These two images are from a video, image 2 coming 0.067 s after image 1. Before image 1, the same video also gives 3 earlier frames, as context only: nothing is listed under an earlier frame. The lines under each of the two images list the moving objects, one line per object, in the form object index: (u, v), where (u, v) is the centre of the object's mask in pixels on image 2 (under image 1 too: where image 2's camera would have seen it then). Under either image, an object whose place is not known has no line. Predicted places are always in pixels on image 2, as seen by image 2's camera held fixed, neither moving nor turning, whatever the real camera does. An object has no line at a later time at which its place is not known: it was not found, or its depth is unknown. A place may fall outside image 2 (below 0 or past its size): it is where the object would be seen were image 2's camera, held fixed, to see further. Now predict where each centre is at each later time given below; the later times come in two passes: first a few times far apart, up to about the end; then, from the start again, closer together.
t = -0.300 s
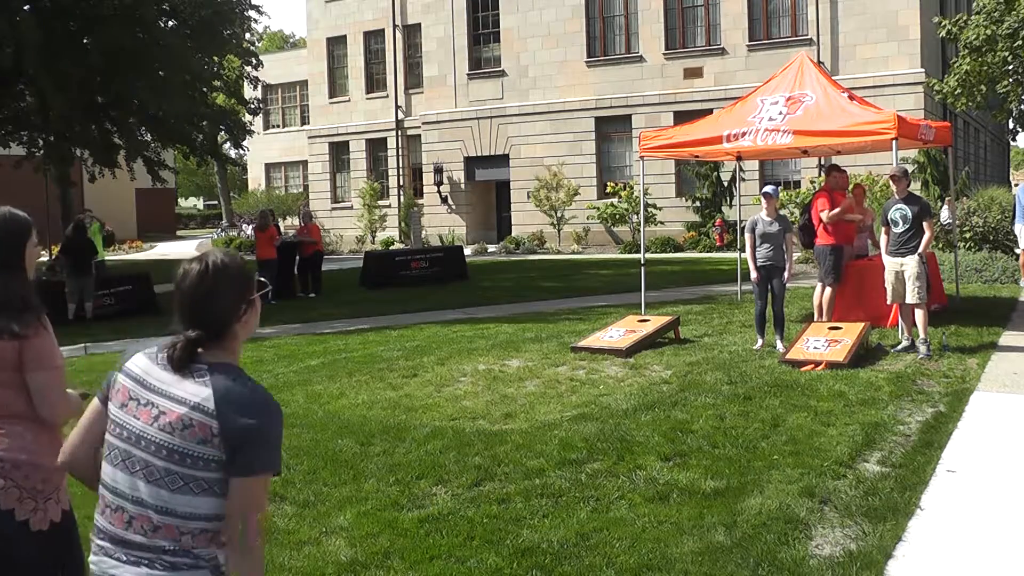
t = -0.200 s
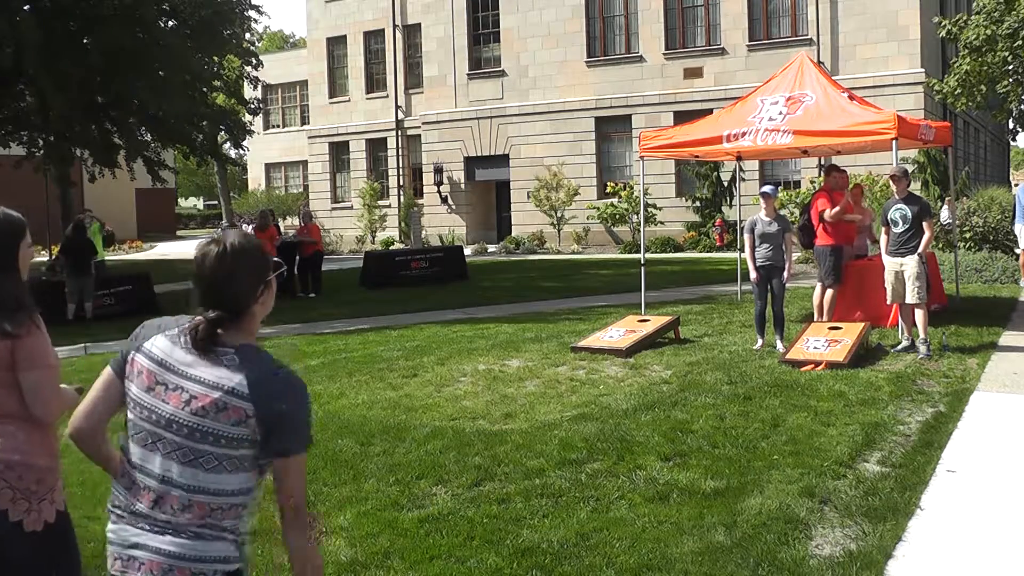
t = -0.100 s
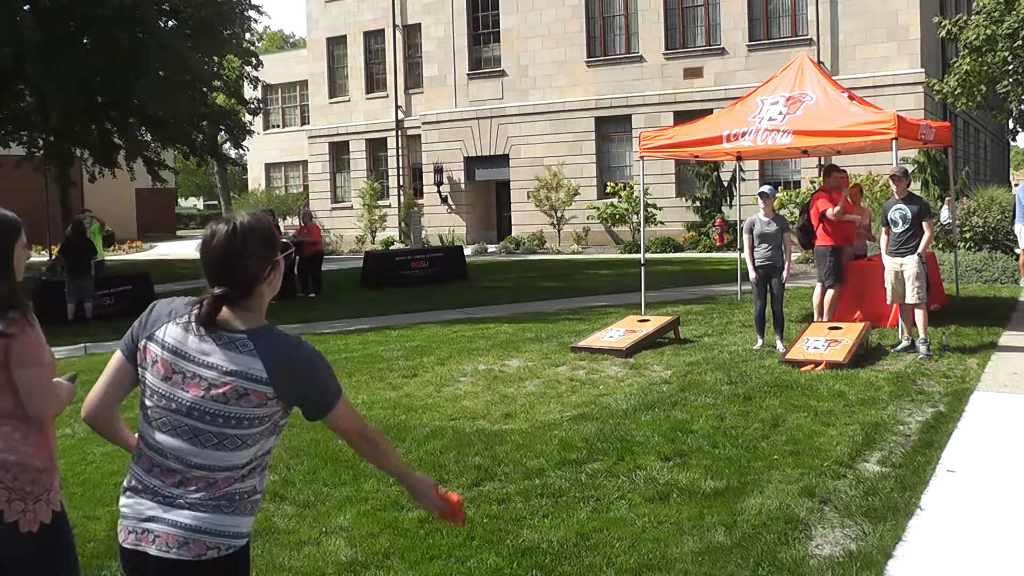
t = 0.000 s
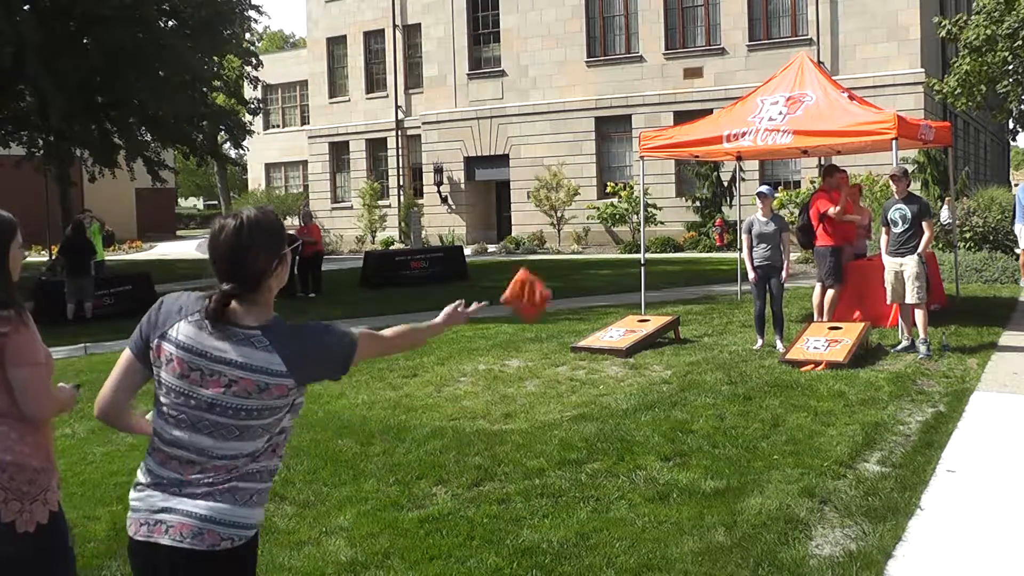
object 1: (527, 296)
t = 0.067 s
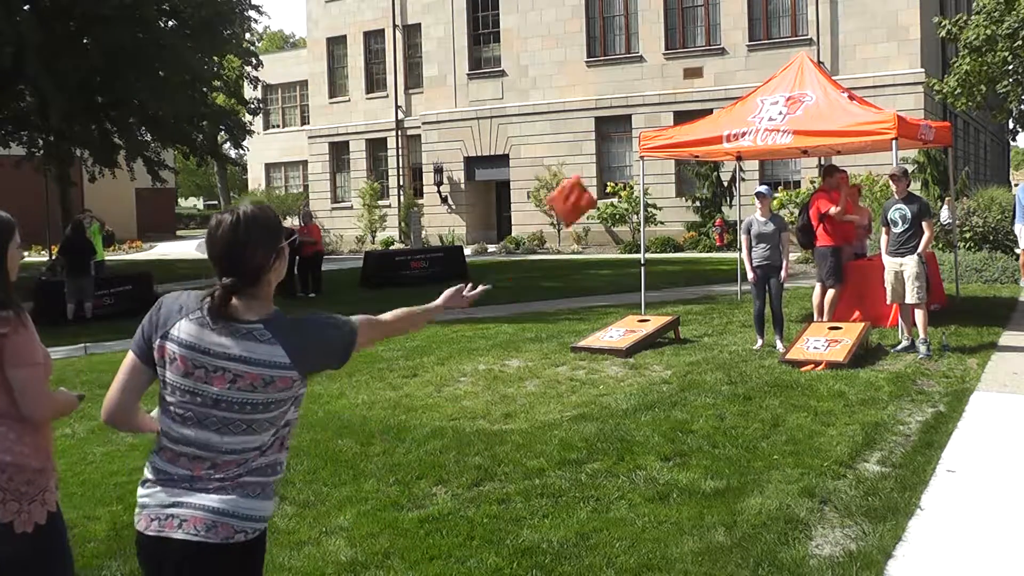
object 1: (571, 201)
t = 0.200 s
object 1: (639, 85)
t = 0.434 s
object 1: (720, 31)
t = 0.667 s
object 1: (777, 79)
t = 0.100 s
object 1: (590, 164)
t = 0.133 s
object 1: (608, 133)
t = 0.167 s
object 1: (624, 106)
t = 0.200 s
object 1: (639, 85)
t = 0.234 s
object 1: (653, 67)
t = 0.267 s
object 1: (666, 54)
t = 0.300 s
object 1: (677, 44)
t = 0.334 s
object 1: (689, 37)
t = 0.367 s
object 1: (701, 33)
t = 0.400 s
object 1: (711, 31)
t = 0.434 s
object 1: (720, 31)
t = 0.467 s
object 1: (730, 32)
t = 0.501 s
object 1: (738, 36)
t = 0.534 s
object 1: (747, 42)
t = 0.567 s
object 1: (755, 49)
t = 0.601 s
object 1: (763, 58)
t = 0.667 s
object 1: (777, 79)
